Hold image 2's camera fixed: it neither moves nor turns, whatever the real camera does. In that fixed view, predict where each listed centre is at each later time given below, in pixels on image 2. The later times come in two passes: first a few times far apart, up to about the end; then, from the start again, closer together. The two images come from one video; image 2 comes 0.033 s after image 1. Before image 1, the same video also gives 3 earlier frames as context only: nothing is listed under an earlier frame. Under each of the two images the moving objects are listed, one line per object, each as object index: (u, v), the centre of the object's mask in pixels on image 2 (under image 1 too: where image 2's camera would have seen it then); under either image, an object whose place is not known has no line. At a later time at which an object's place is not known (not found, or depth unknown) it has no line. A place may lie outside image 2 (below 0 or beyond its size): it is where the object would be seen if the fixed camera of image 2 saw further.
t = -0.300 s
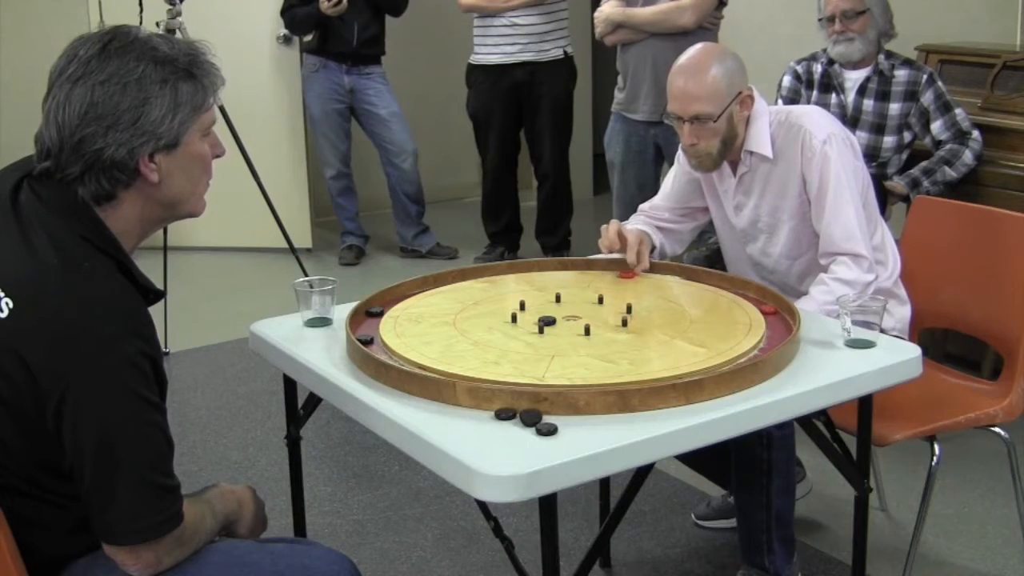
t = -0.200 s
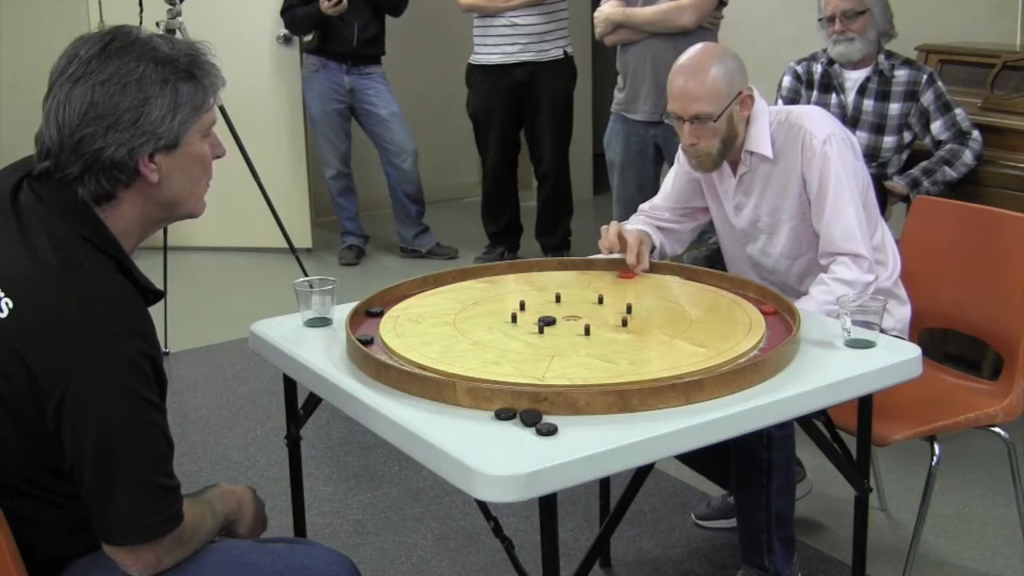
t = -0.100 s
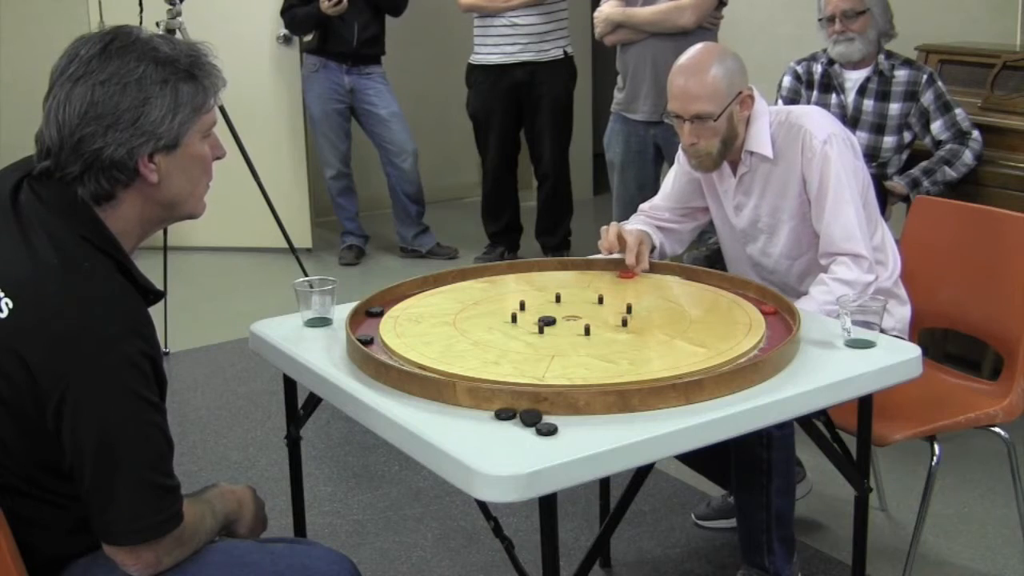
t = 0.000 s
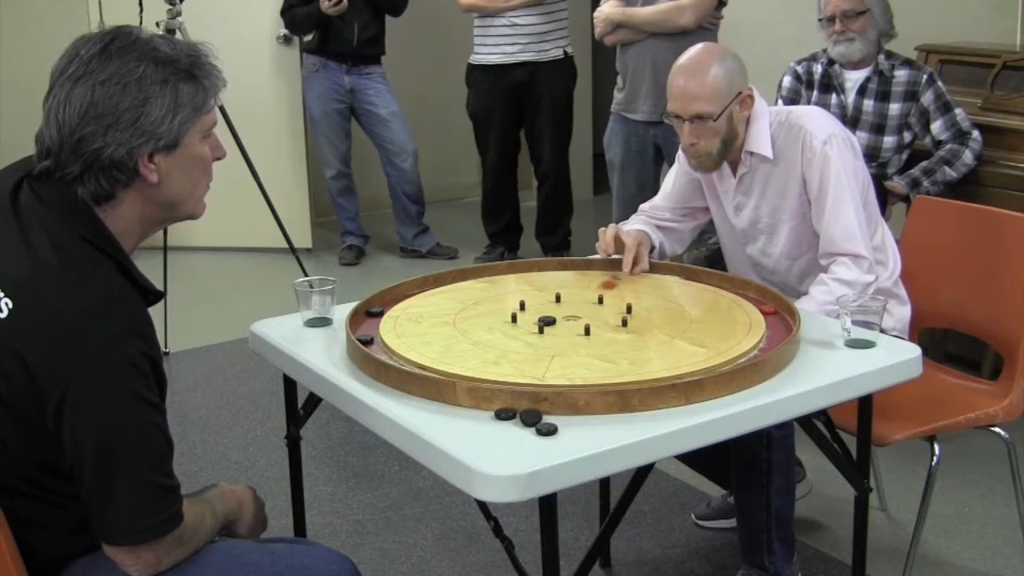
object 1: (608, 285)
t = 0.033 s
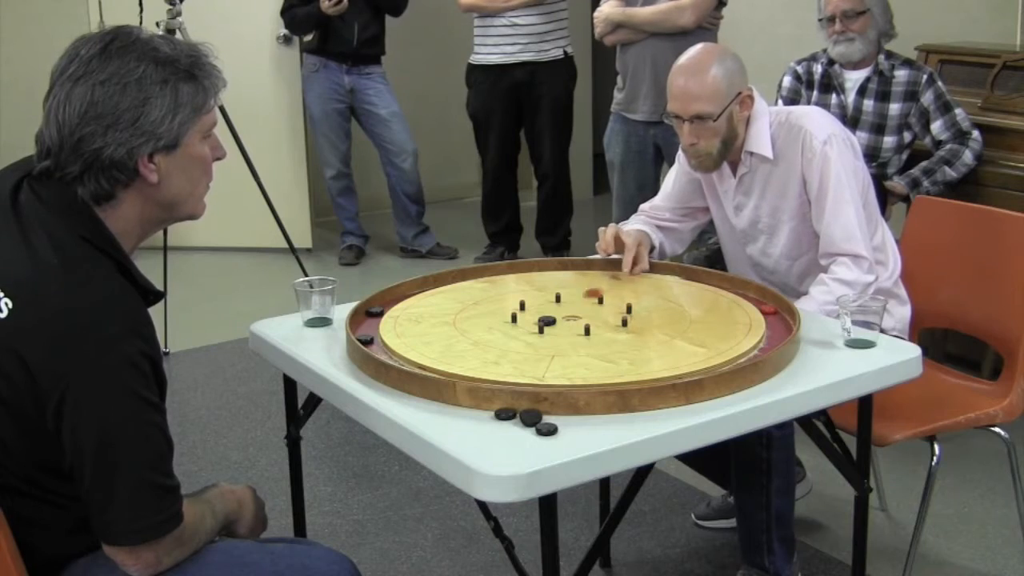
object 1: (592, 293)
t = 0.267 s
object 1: (557, 310)
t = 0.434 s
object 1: (582, 299)
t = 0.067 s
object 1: (577, 301)
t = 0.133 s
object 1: (548, 315)
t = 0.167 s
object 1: (543, 316)
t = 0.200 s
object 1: (542, 316)
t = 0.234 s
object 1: (549, 313)
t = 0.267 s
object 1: (557, 310)
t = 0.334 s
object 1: (568, 305)
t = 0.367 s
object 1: (573, 303)
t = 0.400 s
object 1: (578, 301)
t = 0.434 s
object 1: (582, 299)
